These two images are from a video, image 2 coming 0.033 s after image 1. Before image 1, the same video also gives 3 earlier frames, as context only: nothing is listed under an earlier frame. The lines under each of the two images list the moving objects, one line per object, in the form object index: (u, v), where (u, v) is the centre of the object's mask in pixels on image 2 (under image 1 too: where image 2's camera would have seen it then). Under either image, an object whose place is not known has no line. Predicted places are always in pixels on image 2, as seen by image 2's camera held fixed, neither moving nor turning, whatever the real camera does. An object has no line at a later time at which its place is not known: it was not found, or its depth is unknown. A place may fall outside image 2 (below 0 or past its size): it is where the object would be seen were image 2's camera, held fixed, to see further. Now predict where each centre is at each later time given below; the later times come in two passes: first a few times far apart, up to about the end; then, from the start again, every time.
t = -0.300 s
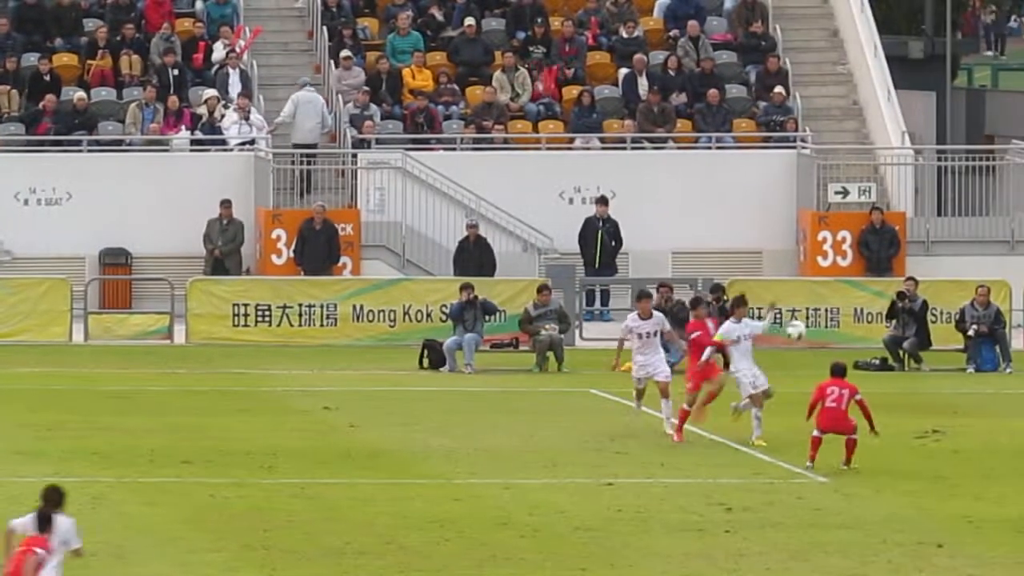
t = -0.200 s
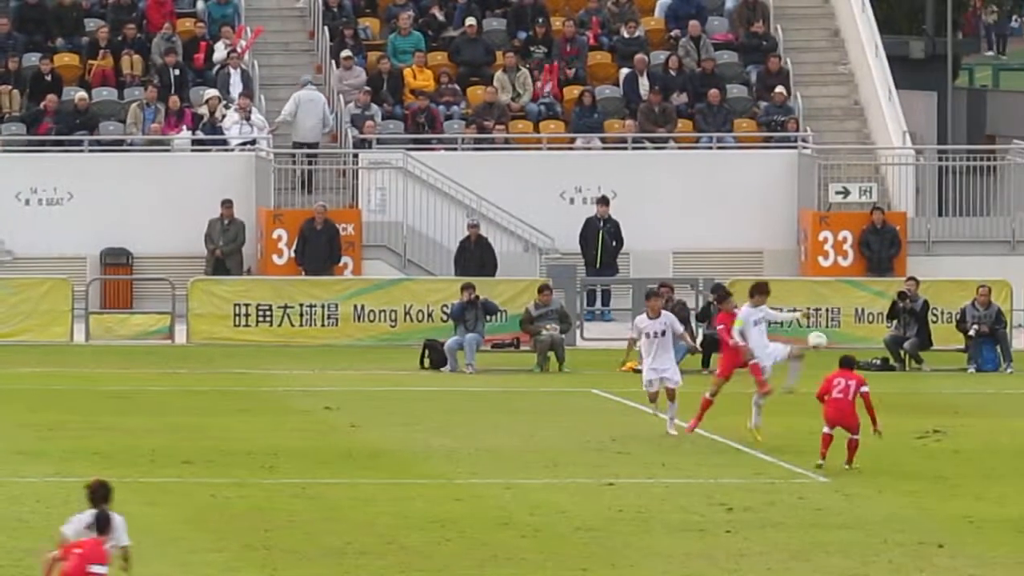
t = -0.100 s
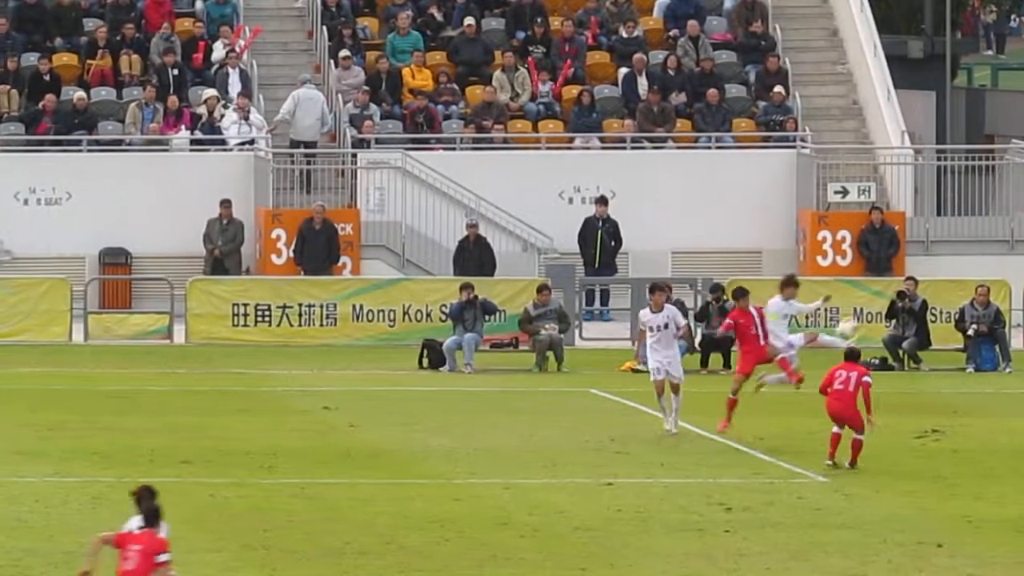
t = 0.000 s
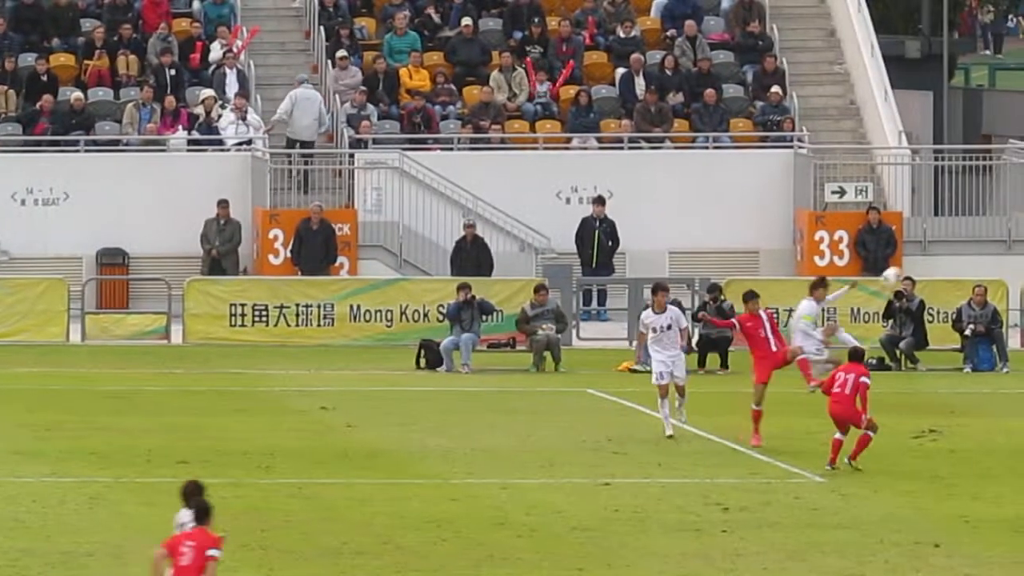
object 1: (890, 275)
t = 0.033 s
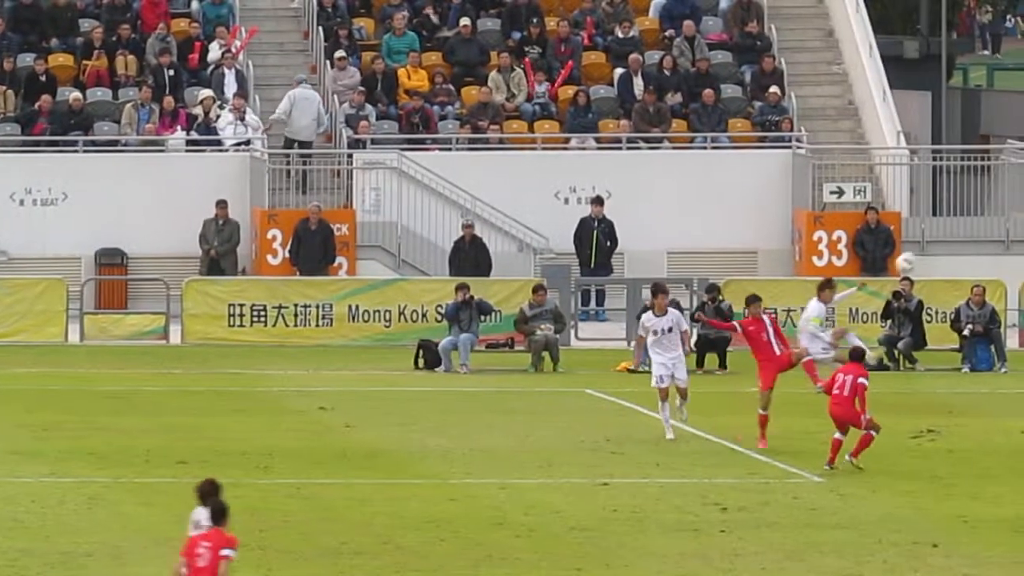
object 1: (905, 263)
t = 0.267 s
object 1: (1013, 191)
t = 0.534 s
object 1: (1141, 172)
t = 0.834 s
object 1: (1285, 238)
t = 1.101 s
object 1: (1404, 378)
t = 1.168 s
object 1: (1433, 427)
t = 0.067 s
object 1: (921, 249)
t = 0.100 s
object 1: (936, 236)
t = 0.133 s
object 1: (951, 224)
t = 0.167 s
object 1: (967, 214)
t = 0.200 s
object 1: (982, 206)
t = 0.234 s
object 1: (998, 198)
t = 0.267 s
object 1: (1013, 191)
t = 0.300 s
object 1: (1029, 184)
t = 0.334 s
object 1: (1045, 181)
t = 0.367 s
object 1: (1061, 176)
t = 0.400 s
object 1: (1077, 173)
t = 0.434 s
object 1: (1093, 173)
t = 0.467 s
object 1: (1110, 170)
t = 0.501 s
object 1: (1125, 171)
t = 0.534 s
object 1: (1141, 172)
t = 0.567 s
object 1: (1157, 175)
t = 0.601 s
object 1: (1174, 179)
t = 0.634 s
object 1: (1190, 183)
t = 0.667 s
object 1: (1206, 190)
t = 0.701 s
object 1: (1223, 197)
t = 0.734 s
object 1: (1238, 204)
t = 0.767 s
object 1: (1256, 214)
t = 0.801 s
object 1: (1269, 225)
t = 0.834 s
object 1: (1285, 238)
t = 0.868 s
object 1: (1300, 252)
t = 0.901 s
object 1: (1313, 266)
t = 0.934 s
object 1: (1330, 280)
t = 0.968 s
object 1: (1344, 298)
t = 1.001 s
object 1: (1359, 318)
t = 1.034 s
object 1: (1373, 337)
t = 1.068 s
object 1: (1389, 357)
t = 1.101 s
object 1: (1404, 378)
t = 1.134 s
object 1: (1418, 402)
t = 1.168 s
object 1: (1433, 427)
